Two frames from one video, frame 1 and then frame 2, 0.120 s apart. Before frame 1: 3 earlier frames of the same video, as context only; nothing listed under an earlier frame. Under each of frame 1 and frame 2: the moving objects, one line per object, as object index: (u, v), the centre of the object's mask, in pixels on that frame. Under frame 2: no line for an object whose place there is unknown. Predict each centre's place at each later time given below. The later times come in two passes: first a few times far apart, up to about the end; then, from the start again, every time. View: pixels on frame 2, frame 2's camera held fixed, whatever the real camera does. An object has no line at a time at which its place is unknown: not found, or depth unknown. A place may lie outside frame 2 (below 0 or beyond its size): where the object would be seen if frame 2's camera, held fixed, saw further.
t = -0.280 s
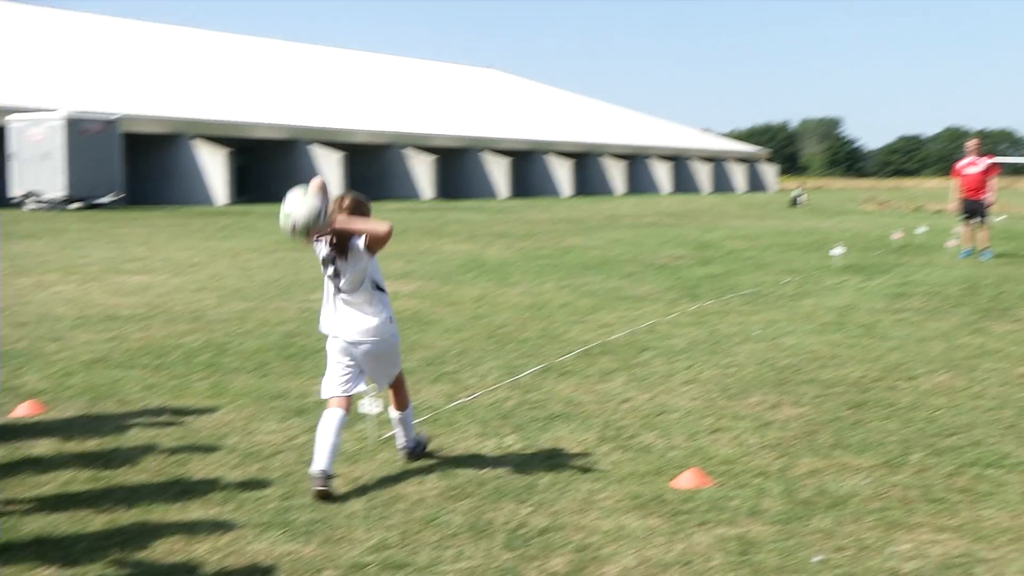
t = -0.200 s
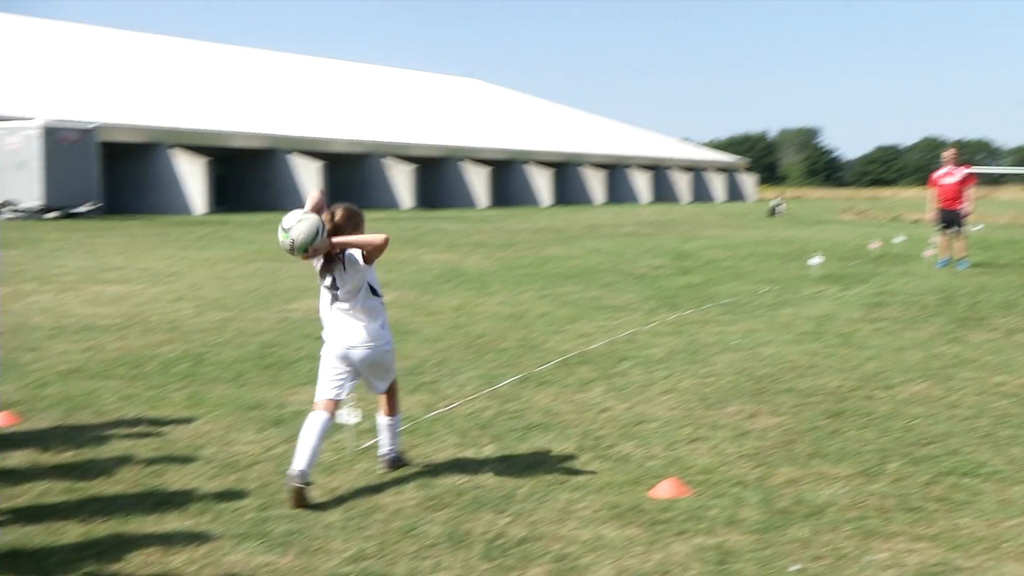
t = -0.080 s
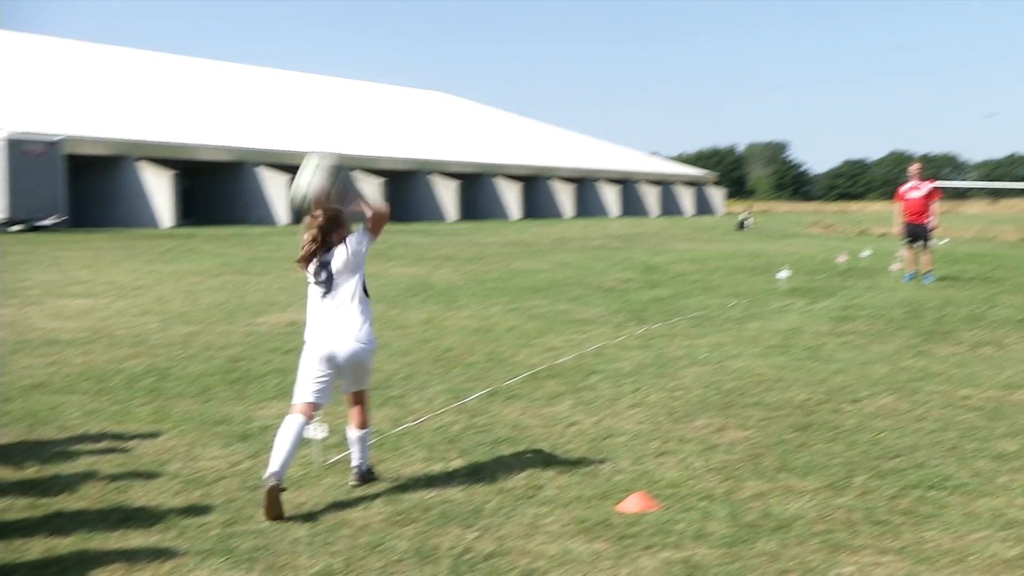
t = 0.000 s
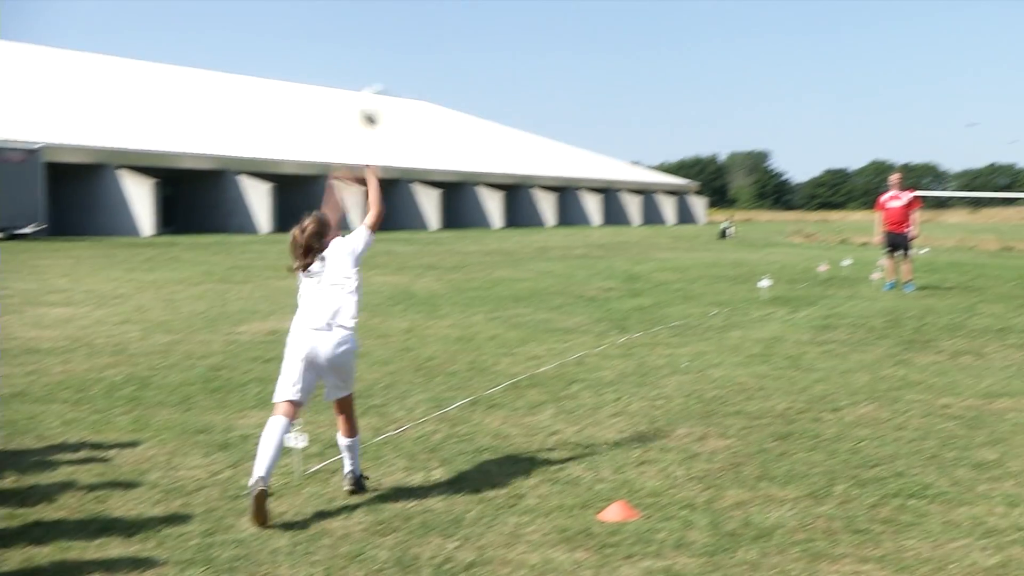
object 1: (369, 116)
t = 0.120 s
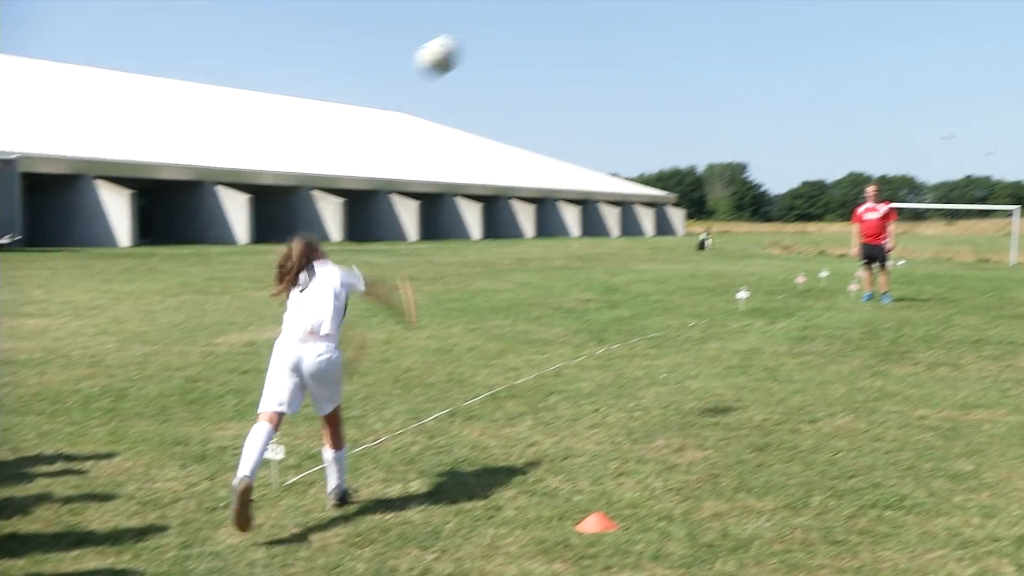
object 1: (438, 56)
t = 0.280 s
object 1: (522, 23)
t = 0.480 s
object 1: (590, 27)
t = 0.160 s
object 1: (463, 43)
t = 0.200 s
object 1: (484, 34)
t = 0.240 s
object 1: (504, 28)
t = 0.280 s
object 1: (522, 23)
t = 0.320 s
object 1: (539, 20)
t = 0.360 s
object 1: (552, 19)
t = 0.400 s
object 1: (565, 20)
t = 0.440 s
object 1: (578, 22)
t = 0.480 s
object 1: (590, 27)
